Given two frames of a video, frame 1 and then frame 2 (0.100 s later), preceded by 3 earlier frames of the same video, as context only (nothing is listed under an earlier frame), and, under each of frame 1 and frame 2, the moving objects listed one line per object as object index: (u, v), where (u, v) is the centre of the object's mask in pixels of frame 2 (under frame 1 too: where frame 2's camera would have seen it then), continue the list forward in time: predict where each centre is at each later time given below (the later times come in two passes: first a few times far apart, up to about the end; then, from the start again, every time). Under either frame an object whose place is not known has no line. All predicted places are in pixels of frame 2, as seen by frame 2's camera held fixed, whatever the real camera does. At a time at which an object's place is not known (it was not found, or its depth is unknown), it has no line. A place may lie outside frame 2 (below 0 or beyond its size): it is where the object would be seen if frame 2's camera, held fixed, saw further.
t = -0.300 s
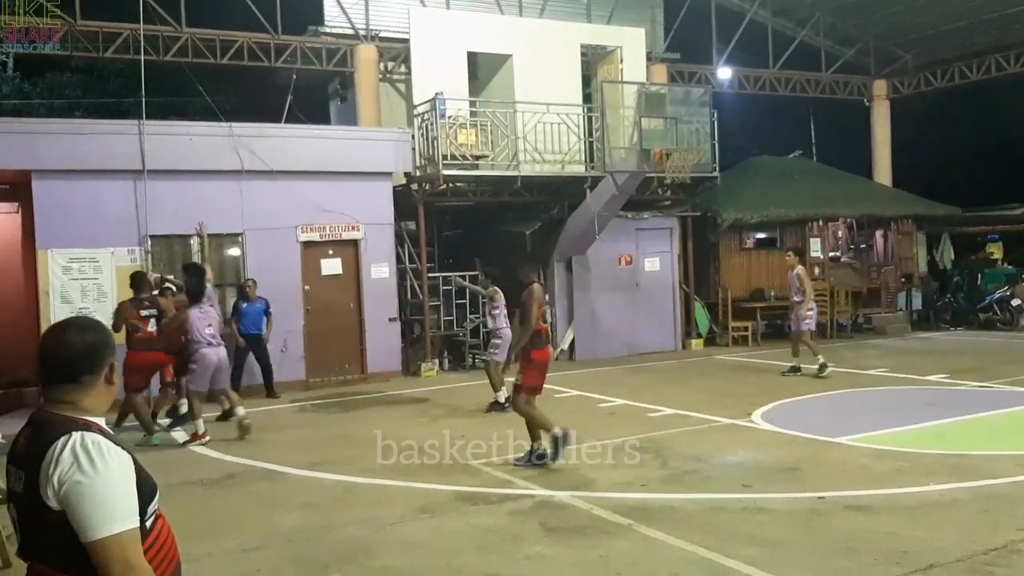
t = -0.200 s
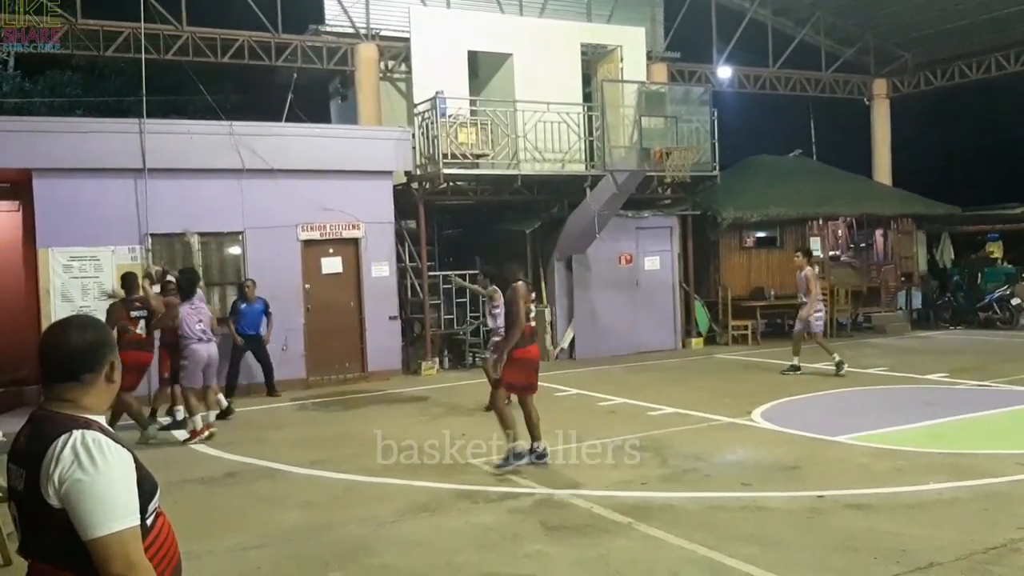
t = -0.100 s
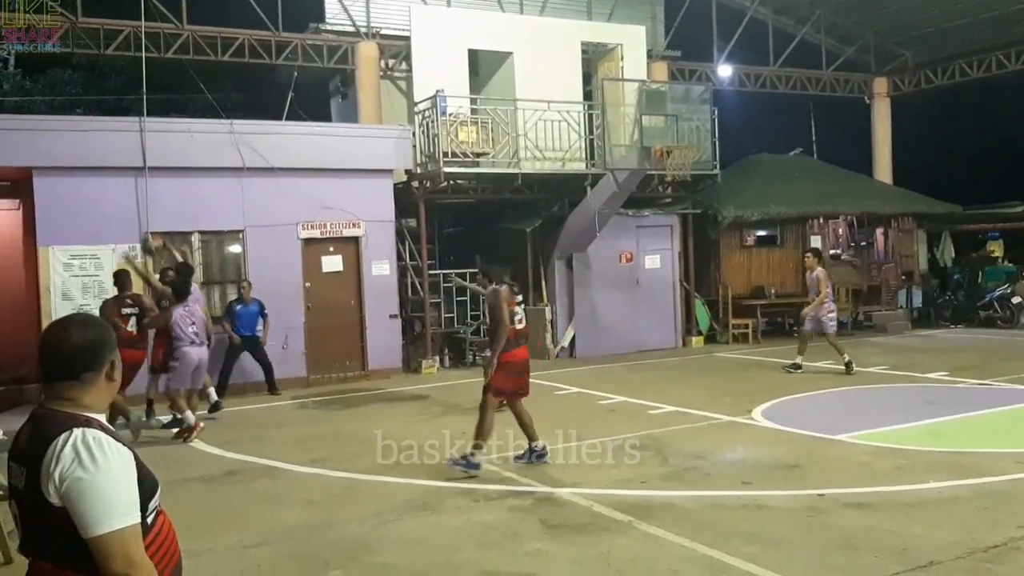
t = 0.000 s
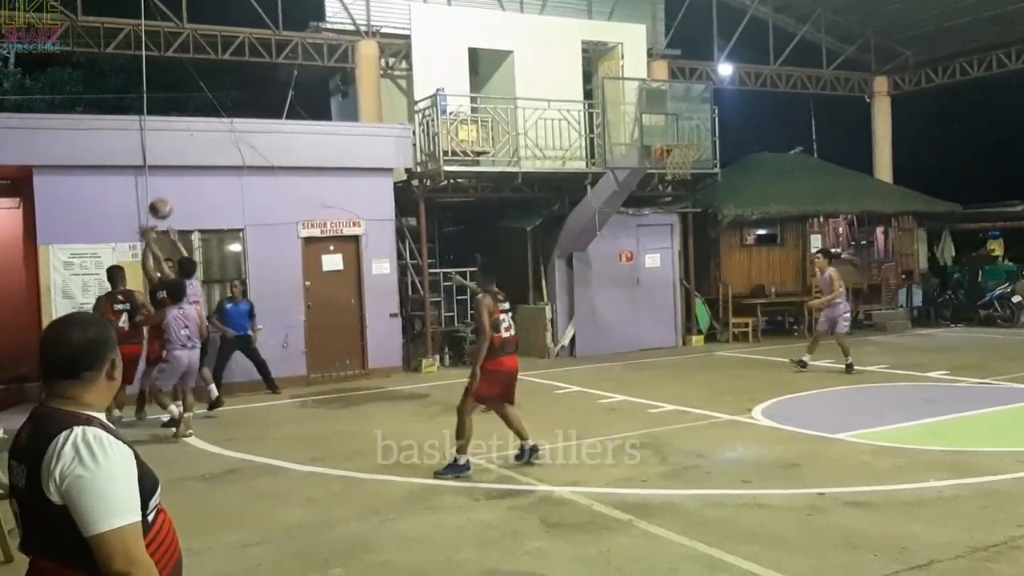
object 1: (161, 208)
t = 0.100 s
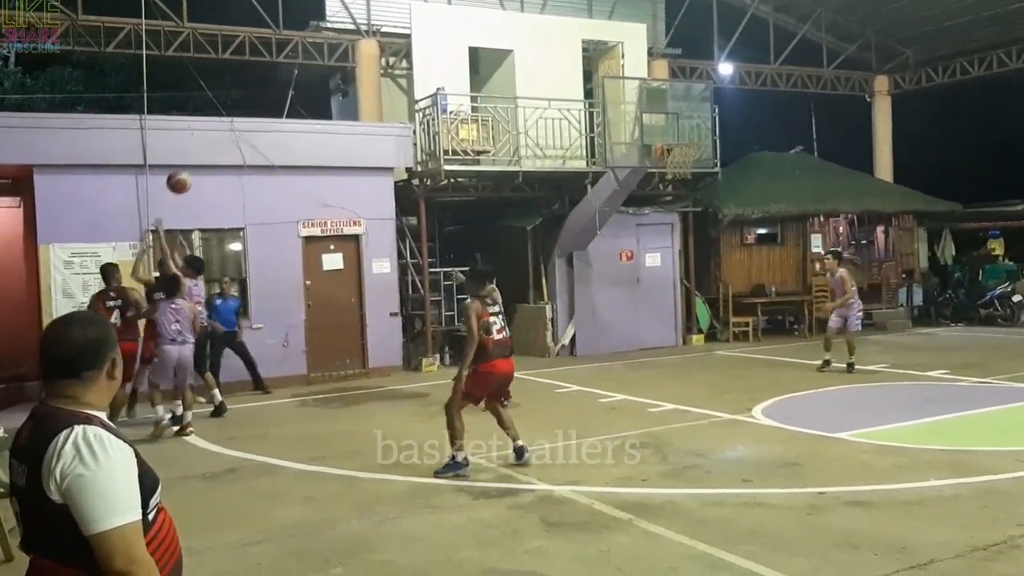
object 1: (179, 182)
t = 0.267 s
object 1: (213, 156)
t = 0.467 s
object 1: (267, 161)
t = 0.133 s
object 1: (185, 175)
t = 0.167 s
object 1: (191, 169)
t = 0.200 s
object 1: (199, 164)
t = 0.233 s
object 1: (206, 160)
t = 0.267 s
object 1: (213, 156)
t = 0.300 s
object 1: (221, 154)
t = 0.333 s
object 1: (230, 154)
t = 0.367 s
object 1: (239, 154)
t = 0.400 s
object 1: (248, 154)
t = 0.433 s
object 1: (257, 157)
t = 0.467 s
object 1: (267, 161)
